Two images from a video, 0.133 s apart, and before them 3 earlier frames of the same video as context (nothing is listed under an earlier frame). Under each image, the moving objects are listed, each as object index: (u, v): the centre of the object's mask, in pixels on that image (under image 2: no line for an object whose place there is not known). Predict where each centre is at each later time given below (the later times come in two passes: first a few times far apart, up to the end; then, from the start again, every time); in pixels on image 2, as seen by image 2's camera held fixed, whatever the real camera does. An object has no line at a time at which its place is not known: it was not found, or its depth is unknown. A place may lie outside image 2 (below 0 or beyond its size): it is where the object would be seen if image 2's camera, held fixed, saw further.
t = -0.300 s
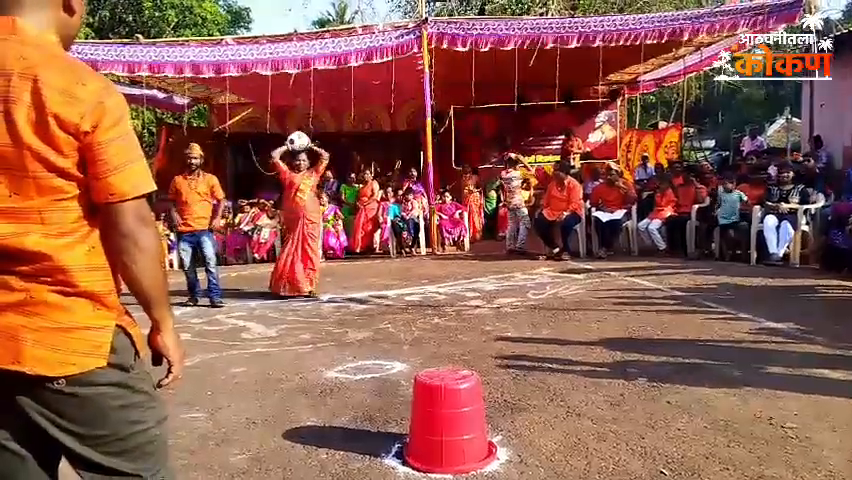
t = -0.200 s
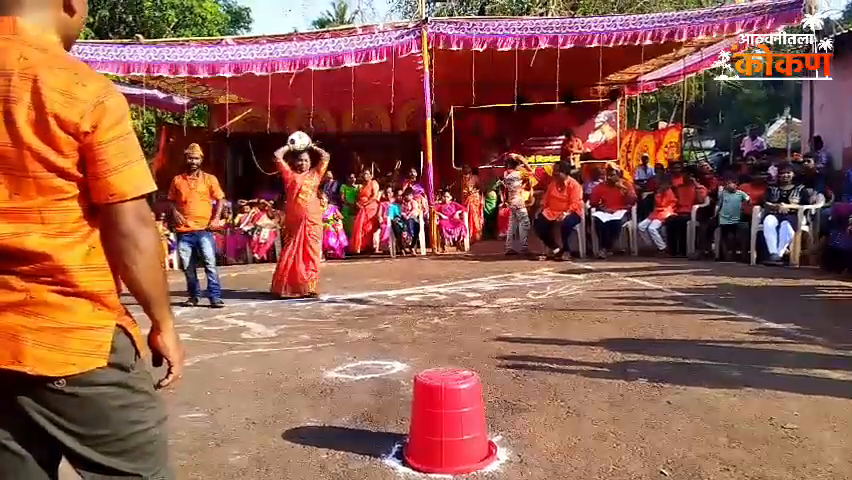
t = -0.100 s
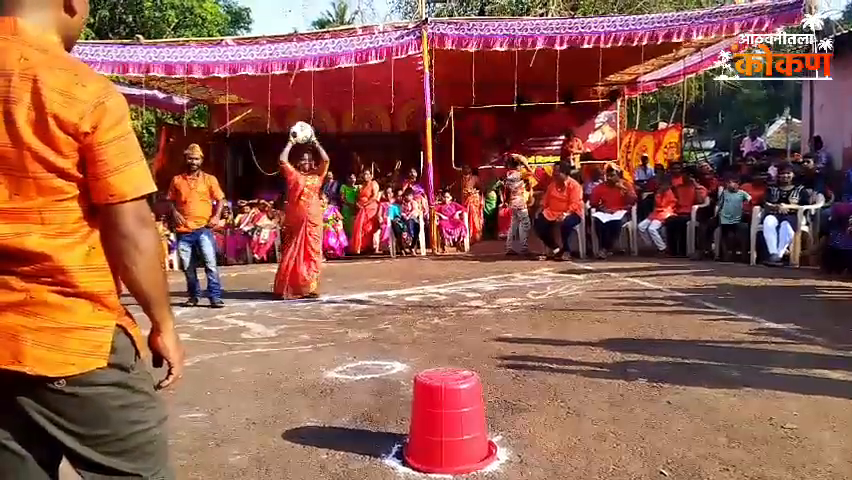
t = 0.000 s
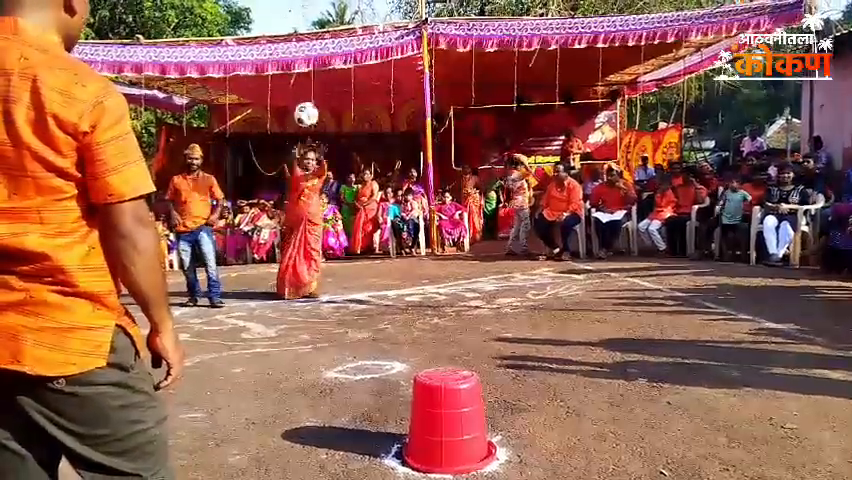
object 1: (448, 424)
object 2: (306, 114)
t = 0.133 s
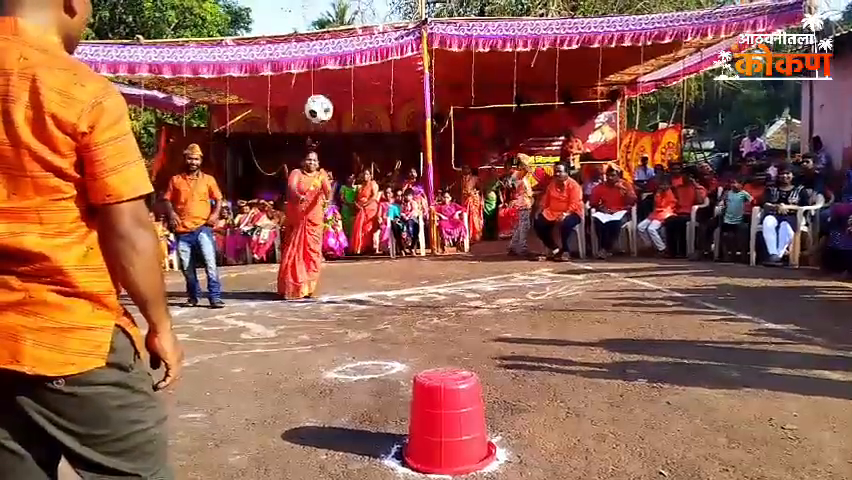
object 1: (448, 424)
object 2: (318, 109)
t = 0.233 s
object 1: (448, 424)
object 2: (330, 123)
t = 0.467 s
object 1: (448, 424)
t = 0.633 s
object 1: (514, 423)
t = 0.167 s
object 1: (448, 424)
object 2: (322, 112)
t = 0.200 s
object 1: (448, 424)
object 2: (326, 116)
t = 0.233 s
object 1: (448, 424)
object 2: (330, 123)
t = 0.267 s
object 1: (448, 424)
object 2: (335, 132)
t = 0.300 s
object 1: (448, 424)
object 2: (341, 144)
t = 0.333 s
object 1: (448, 424)
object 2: (347, 159)
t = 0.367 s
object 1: (448, 424)
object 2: (353, 177)
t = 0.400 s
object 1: (448, 424)
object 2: (360, 201)
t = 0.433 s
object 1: (448, 424)
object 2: (369, 232)
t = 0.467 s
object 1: (448, 424)
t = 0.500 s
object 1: (448, 424)
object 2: (390, 315)
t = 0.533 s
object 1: (448, 425)
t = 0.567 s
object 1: (470, 425)
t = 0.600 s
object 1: (491, 423)
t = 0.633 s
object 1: (514, 423)
